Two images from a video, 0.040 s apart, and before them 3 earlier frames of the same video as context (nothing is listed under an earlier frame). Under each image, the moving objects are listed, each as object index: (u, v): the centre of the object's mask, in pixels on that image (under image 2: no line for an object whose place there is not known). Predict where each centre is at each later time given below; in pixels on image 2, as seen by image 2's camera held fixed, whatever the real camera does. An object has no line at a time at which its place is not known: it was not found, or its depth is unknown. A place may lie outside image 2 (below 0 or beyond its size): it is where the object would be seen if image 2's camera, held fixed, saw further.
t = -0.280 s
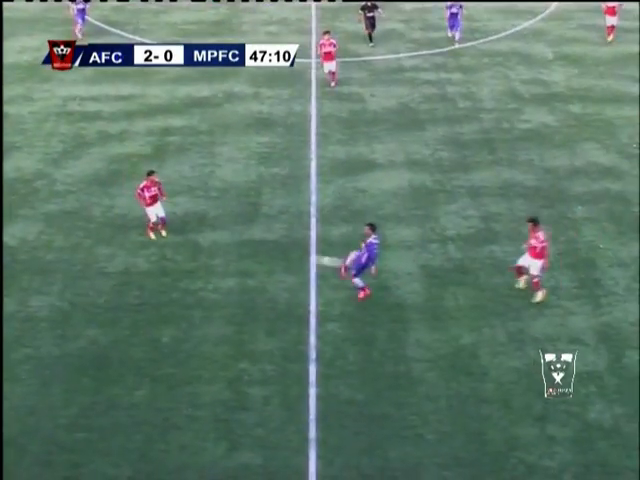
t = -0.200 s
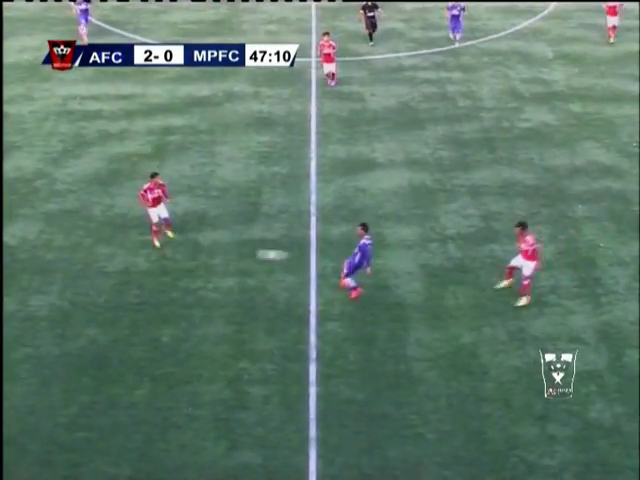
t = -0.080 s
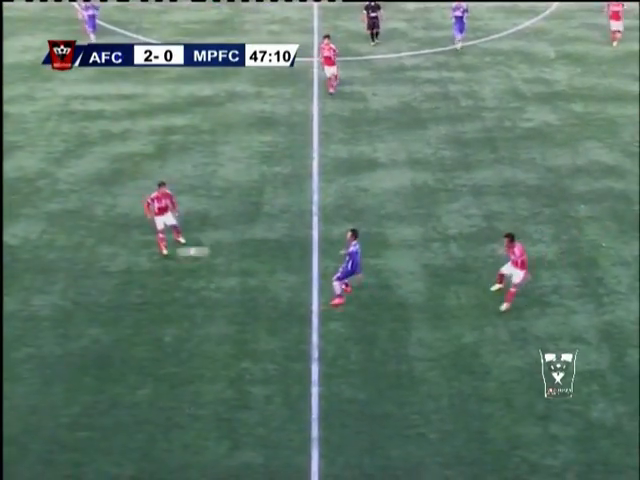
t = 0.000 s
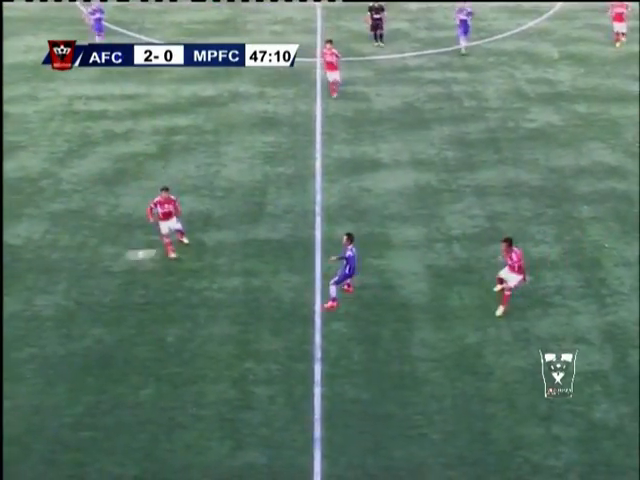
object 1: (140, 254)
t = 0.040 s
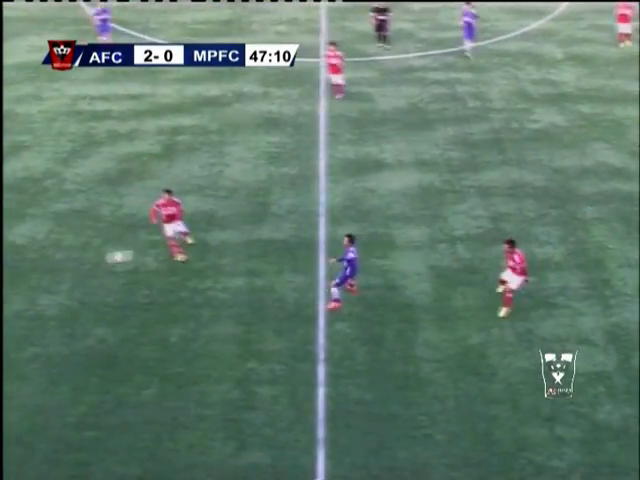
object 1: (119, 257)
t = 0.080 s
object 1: (92, 259)
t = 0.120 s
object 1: (65, 263)
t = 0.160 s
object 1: (38, 267)
